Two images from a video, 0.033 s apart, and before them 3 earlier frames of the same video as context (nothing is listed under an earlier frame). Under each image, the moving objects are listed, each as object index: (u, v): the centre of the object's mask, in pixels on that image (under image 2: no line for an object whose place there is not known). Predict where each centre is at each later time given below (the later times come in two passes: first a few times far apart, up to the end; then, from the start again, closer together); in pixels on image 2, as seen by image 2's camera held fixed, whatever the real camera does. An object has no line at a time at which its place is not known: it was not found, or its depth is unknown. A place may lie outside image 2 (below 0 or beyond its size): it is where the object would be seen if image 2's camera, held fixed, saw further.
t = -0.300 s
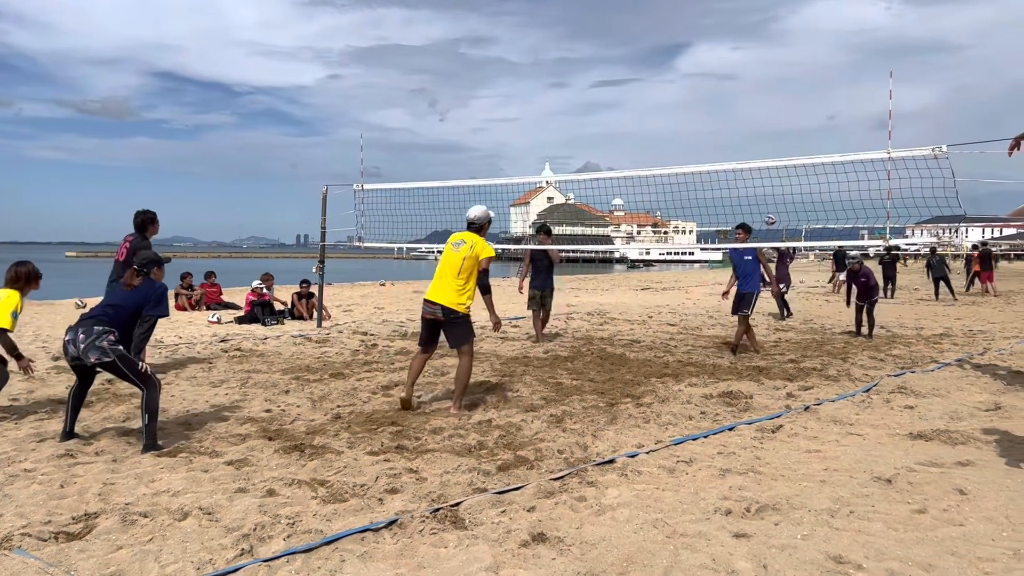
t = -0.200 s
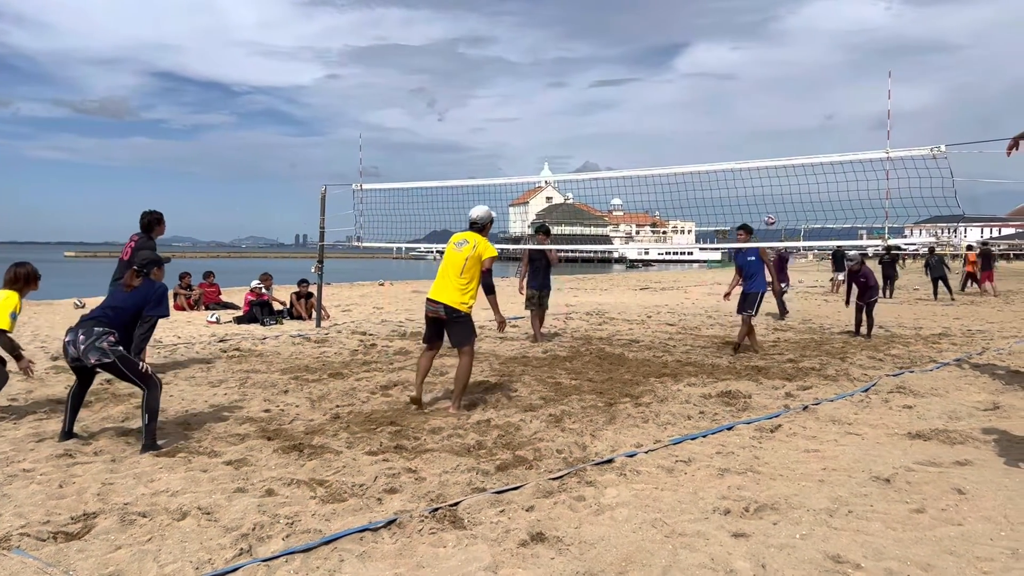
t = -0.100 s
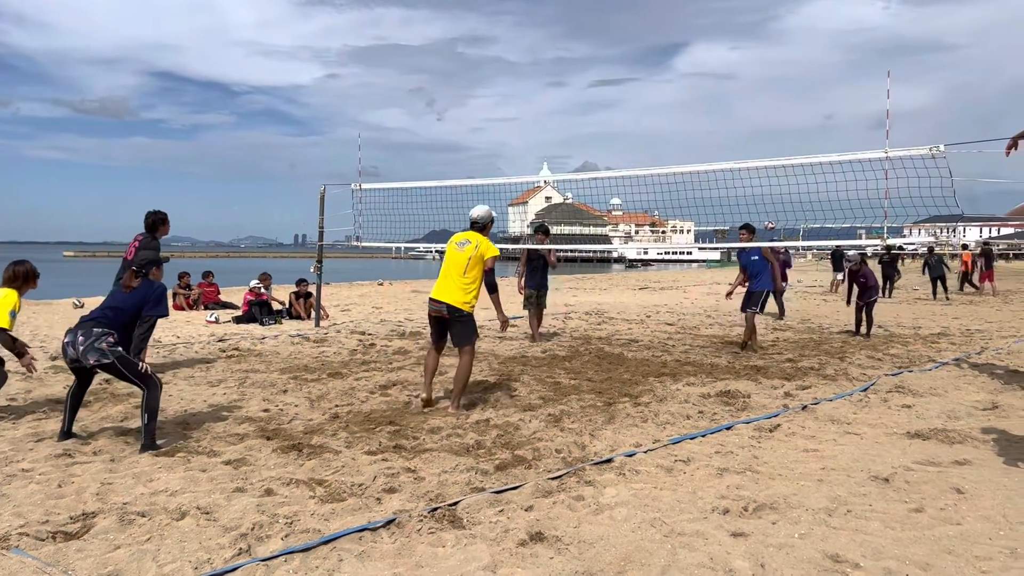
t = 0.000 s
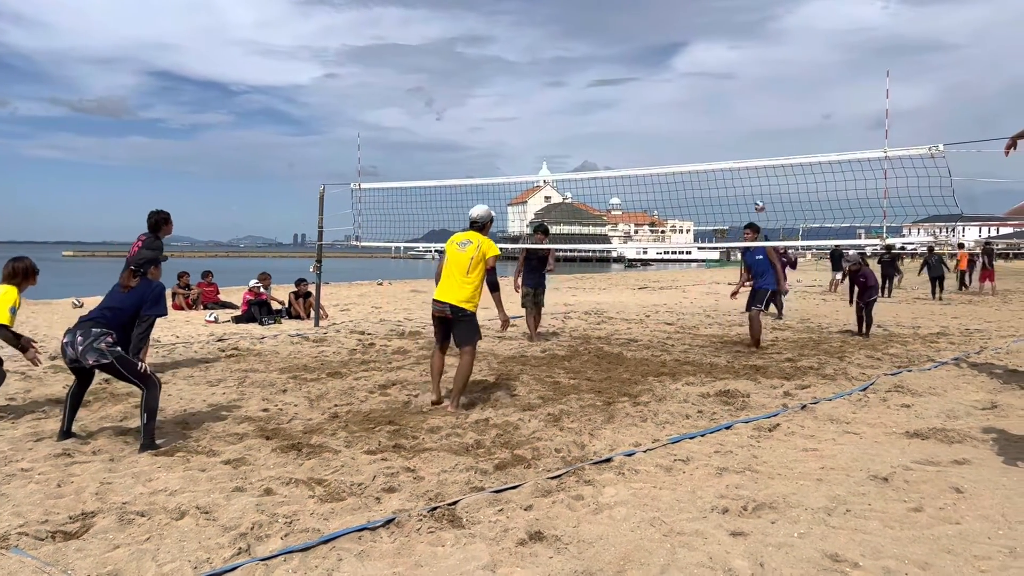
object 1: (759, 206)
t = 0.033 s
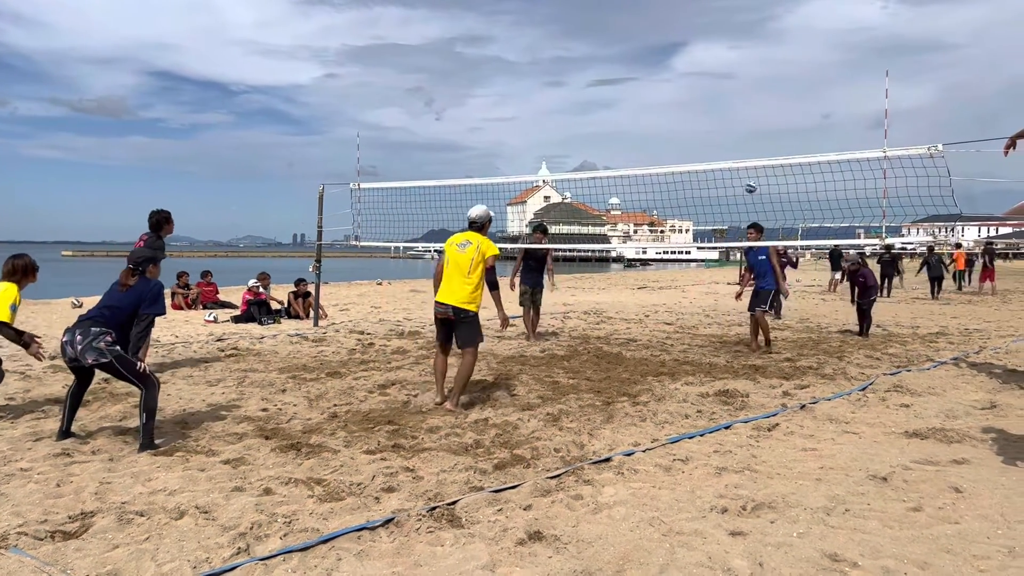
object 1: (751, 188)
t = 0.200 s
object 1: (726, 145)
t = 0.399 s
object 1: (685, 105)
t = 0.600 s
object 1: (626, 80)
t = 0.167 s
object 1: (731, 153)
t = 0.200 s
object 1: (726, 145)
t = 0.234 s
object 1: (720, 138)
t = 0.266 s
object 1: (714, 130)
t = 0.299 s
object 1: (707, 123)
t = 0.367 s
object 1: (693, 111)
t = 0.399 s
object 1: (685, 105)
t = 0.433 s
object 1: (676, 100)
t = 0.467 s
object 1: (667, 95)
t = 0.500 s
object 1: (658, 90)
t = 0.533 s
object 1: (648, 86)
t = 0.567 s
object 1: (637, 83)
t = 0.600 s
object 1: (626, 80)
